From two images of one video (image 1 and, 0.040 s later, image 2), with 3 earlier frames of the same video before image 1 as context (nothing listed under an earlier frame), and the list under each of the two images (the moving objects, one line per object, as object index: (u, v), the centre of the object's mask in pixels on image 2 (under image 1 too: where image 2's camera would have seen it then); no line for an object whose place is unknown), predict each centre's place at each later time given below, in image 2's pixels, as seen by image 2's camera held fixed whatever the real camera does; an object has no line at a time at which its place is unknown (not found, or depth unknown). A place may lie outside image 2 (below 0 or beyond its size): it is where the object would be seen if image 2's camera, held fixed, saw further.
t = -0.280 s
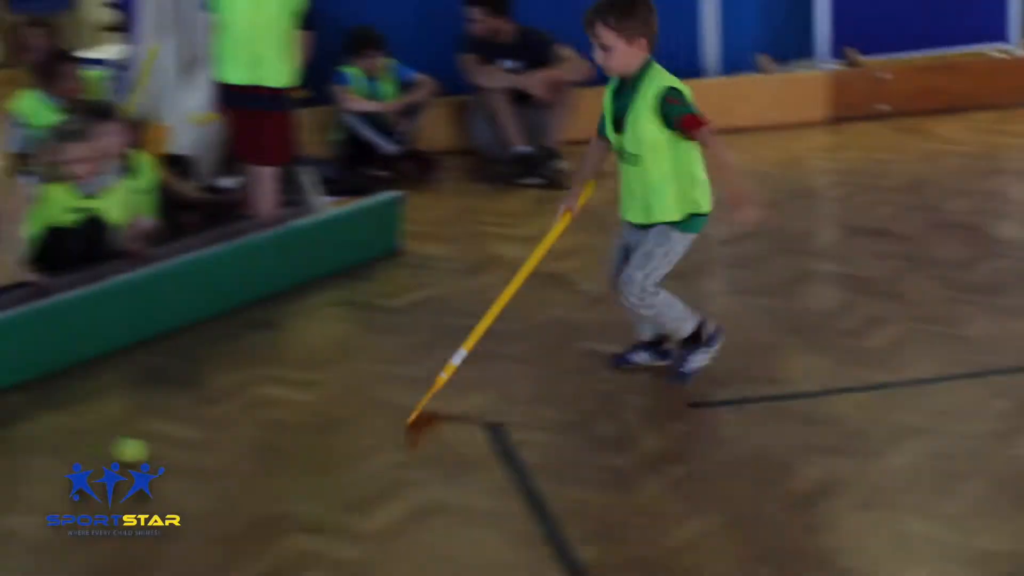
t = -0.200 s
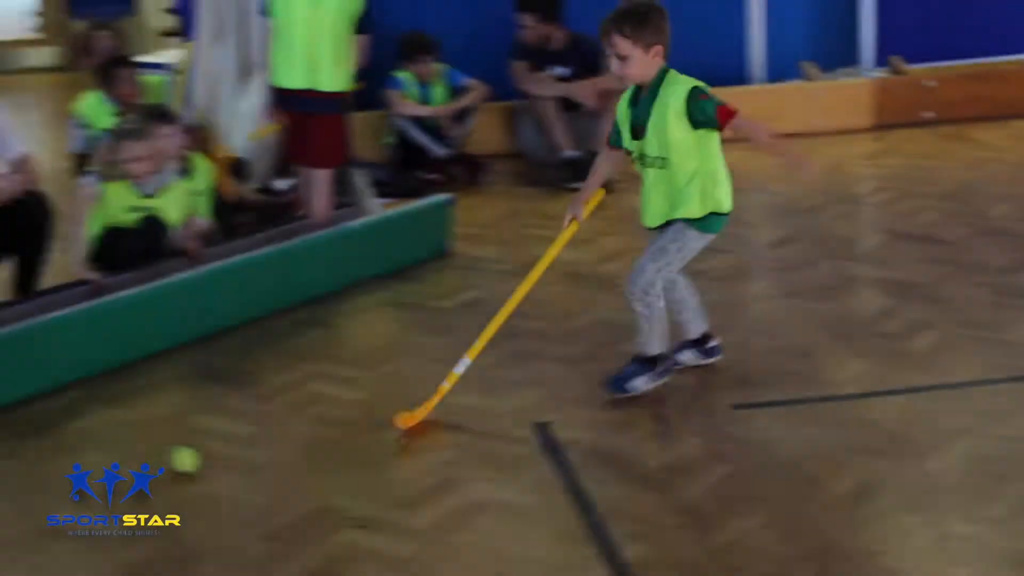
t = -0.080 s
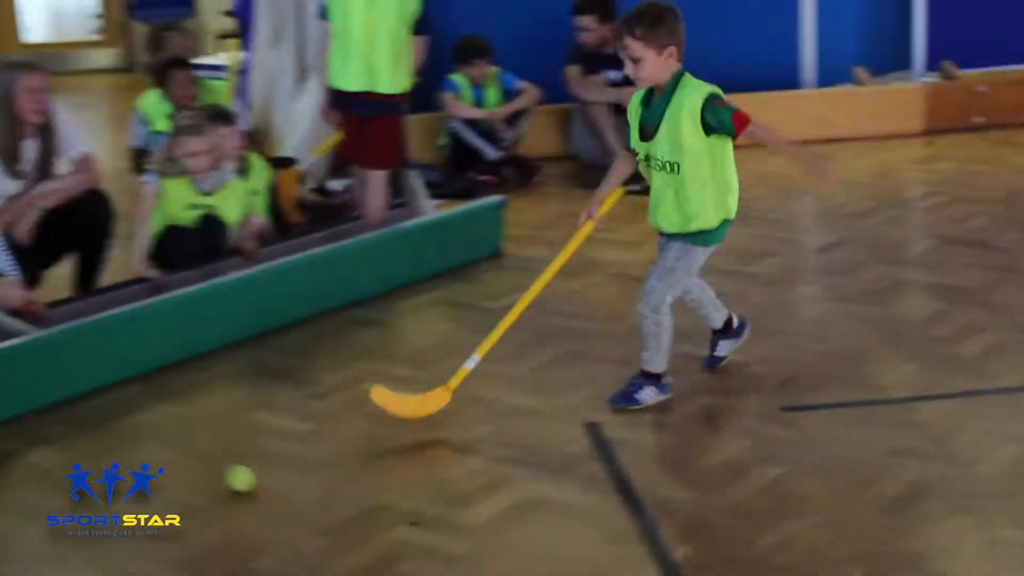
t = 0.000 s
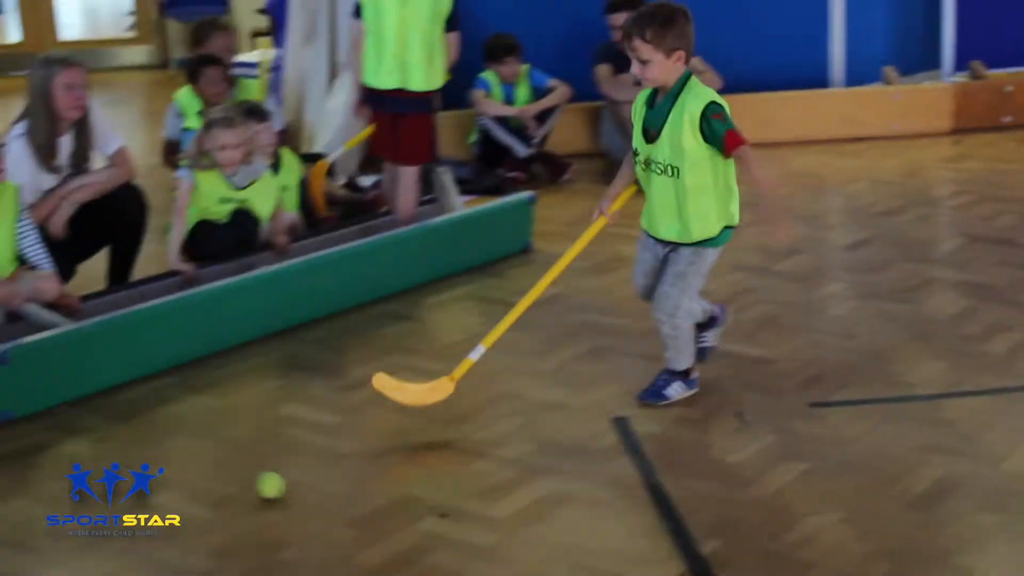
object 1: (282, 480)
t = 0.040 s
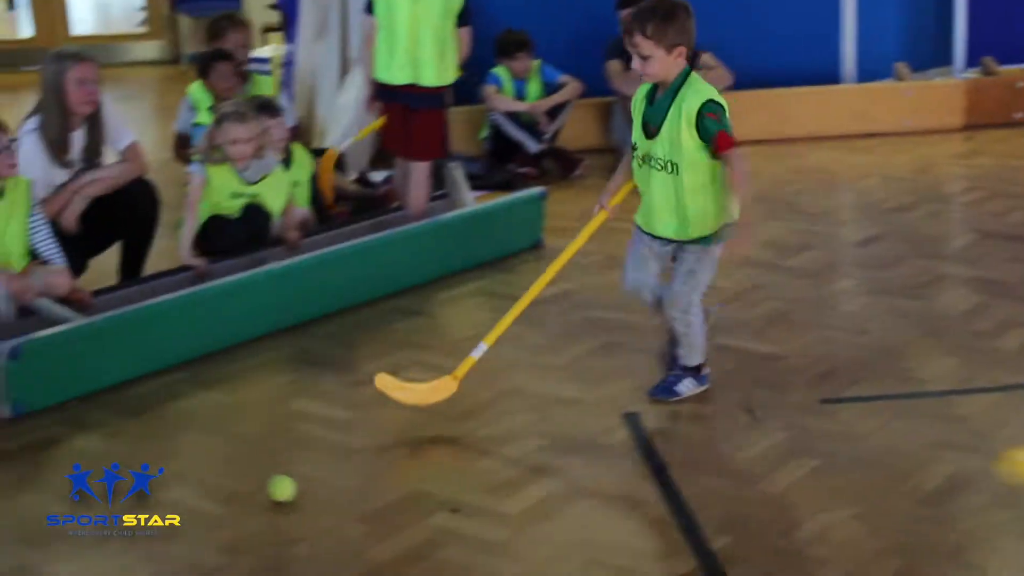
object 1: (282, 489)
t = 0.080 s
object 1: (281, 497)
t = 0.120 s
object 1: (282, 505)
